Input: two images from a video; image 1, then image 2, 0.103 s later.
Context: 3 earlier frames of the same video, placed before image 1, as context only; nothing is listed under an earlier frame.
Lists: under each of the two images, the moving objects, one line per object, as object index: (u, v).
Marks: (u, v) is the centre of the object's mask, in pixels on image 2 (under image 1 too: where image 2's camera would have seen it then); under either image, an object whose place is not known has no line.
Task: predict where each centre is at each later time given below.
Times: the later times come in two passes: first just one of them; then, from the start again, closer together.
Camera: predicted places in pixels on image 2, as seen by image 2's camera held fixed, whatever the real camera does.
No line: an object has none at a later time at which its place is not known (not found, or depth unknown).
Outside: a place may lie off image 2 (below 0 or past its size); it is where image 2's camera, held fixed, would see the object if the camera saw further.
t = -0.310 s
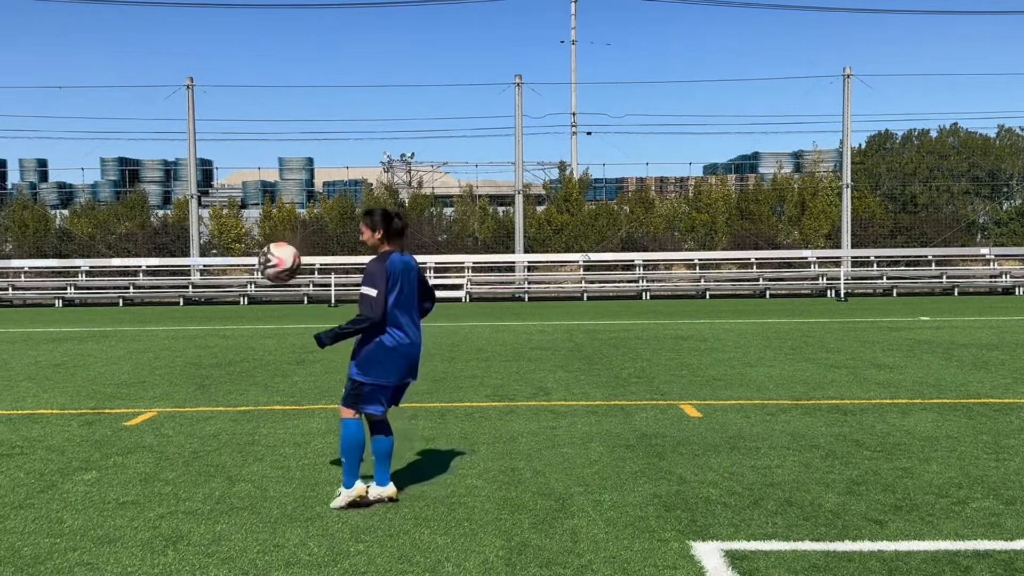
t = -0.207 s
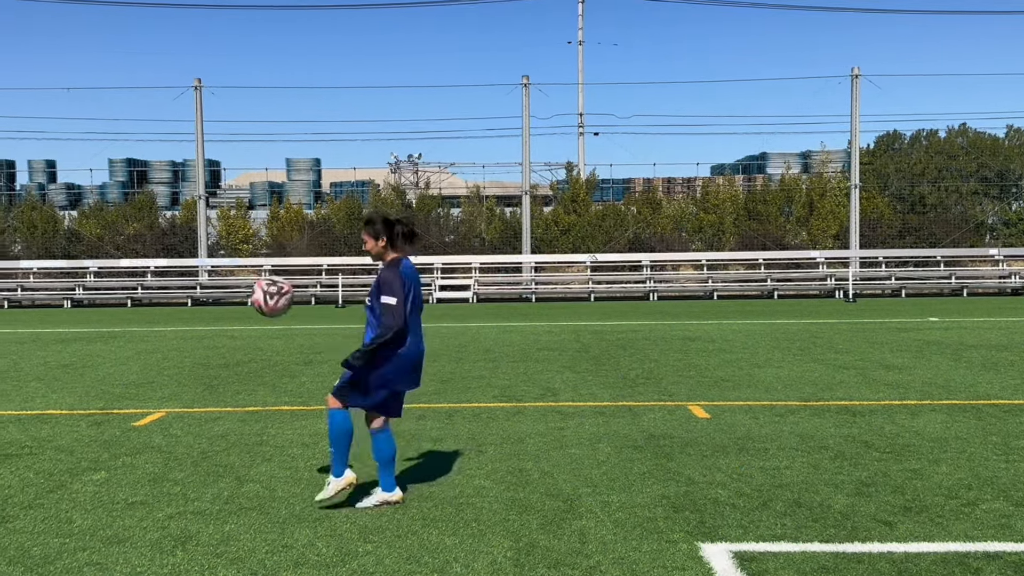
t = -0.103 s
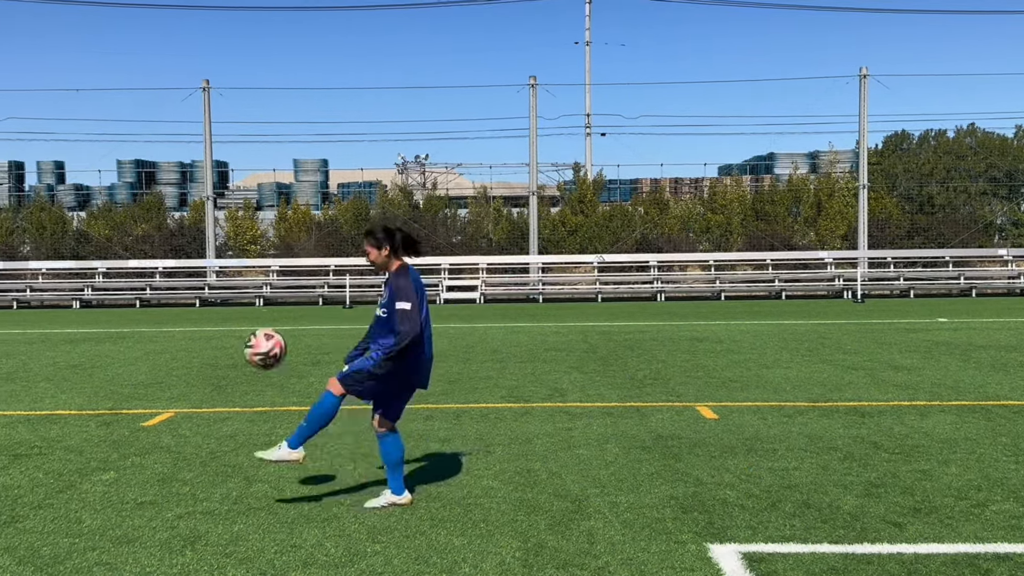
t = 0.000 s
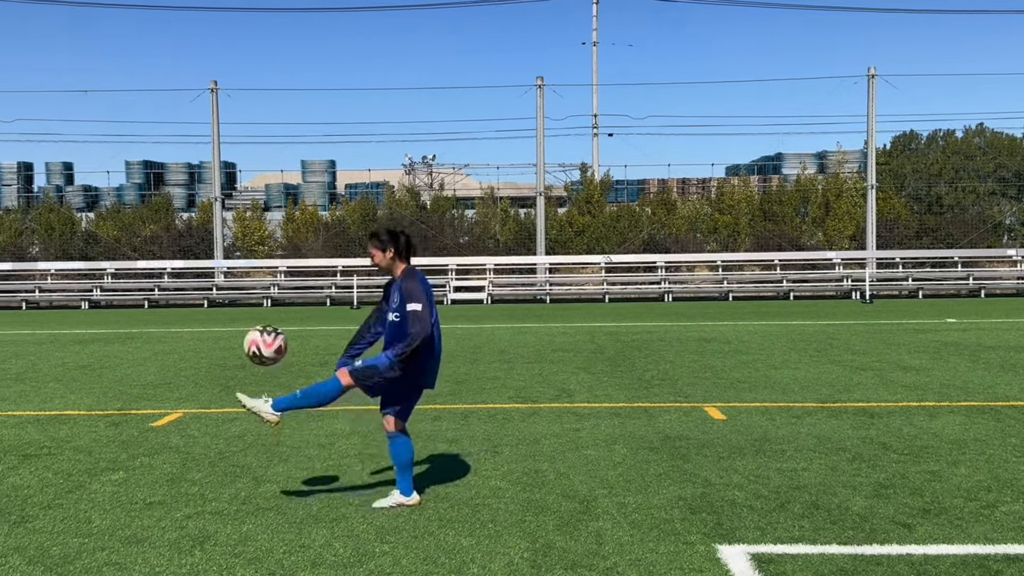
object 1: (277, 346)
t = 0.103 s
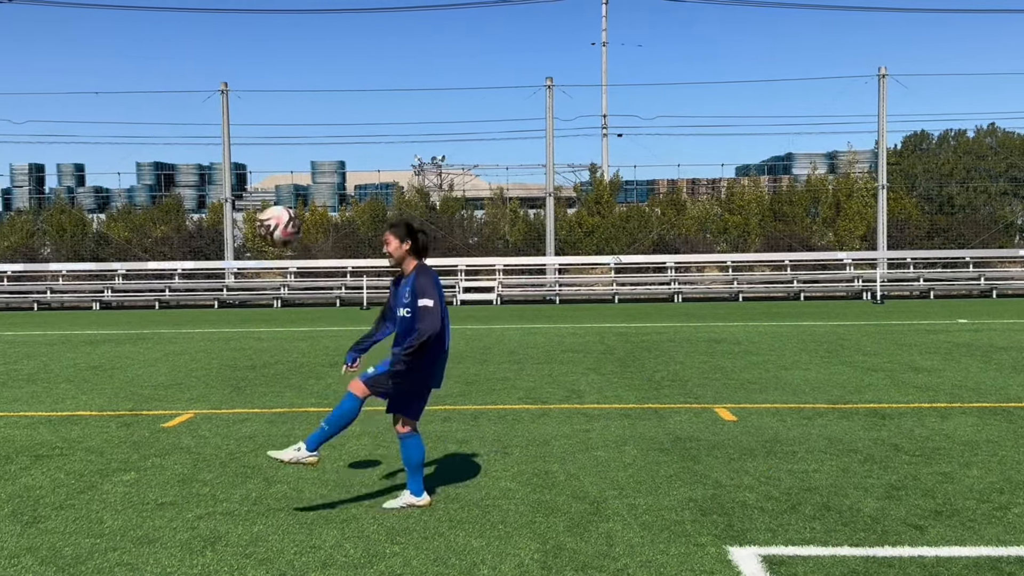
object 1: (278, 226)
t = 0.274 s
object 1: (284, 118)
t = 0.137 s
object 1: (279, 202)
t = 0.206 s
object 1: (282, 156)
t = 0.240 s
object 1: (283, 136)
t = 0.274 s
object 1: (284, 118)
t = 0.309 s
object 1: (286, 102)
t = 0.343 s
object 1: (287, 88)
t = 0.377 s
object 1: (288, 76)
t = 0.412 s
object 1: (290, 66)
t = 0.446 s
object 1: (291, 59)
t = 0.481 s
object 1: (292, 54)
